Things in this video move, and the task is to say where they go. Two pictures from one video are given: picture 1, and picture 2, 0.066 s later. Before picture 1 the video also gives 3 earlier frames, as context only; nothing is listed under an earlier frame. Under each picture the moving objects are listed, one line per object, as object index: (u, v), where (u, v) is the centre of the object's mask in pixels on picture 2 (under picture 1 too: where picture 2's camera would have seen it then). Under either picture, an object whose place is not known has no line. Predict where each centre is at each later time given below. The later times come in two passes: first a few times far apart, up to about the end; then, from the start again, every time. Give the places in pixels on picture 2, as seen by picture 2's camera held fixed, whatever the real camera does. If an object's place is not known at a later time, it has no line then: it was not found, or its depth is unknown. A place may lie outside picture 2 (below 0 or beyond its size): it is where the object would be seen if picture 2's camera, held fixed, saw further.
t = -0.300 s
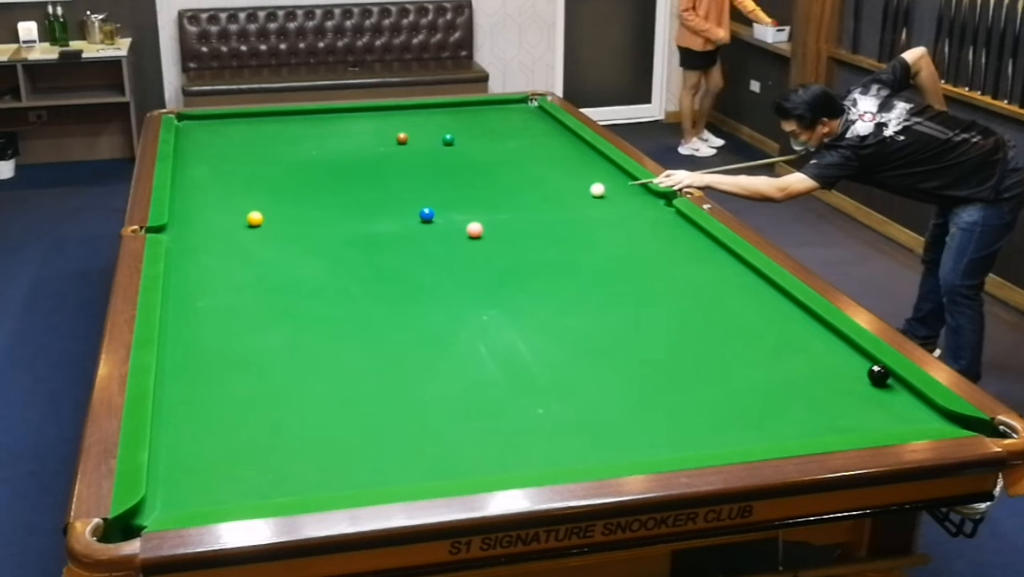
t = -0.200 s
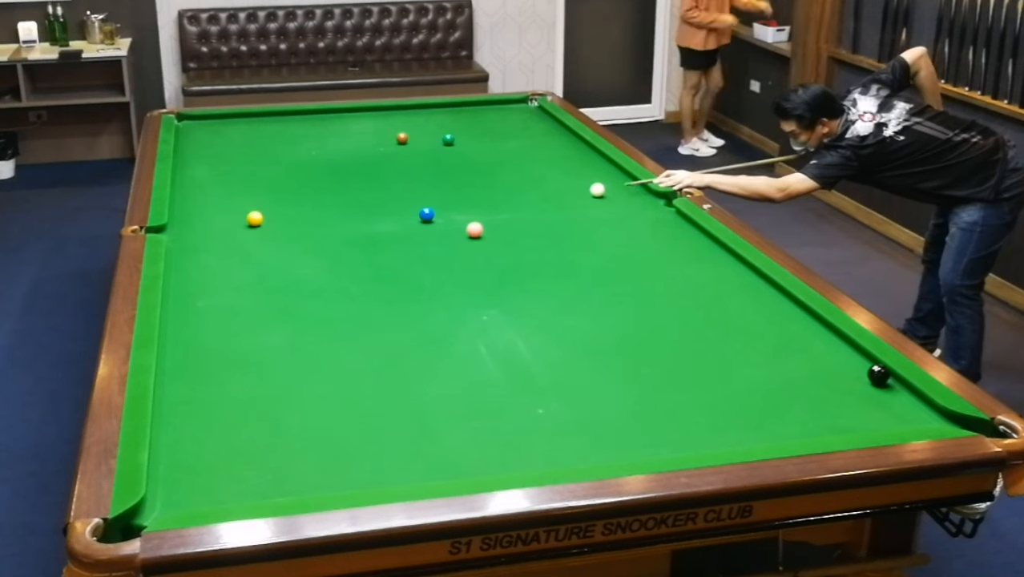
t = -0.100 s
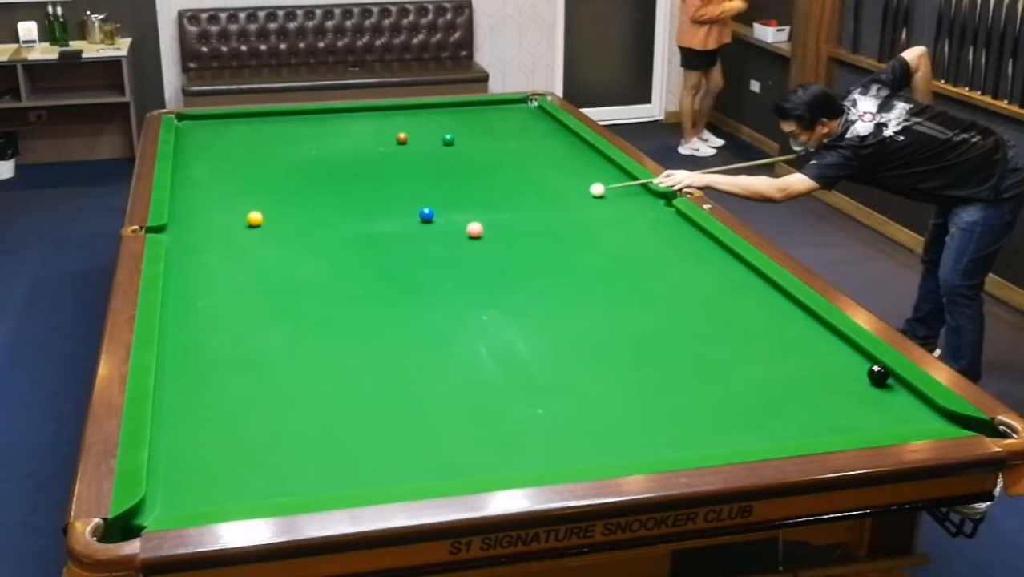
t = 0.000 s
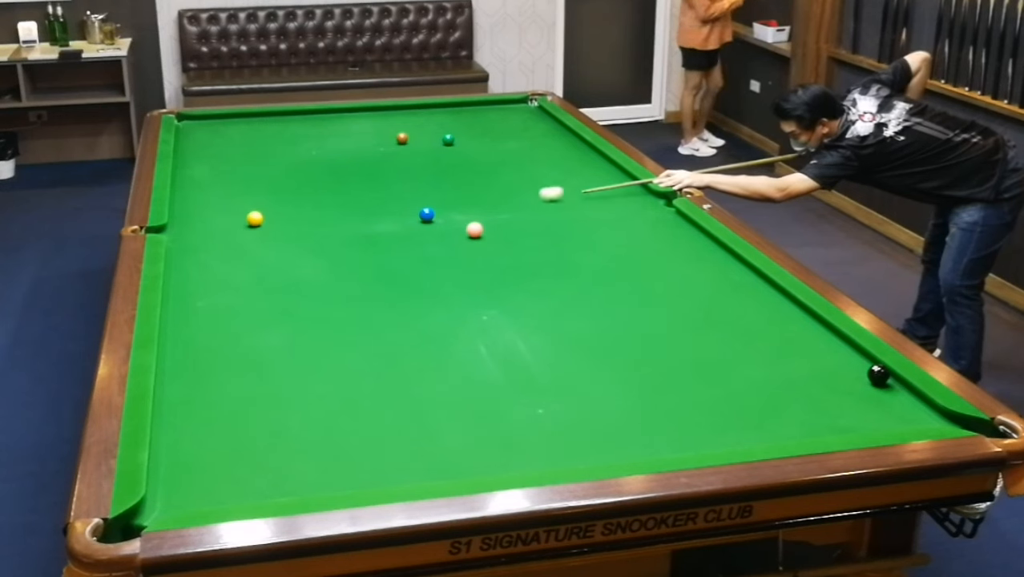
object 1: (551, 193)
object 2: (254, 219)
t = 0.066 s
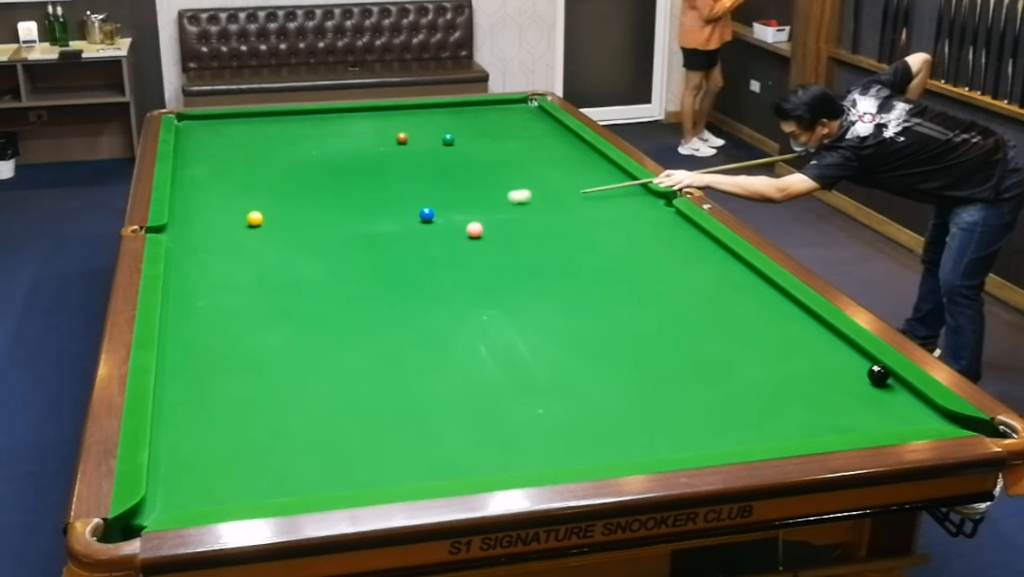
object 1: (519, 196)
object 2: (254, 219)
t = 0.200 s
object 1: (459, 201)
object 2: (254, 219)
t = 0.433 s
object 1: (350, 210)
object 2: (254, 219)
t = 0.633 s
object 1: (268, 217)
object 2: (240, 220)
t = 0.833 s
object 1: (250, 216)
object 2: (165, 228)
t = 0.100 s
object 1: (504, 197)
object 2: (254, 219)
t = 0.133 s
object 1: (489, 199)
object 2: (254, 219)
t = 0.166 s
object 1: (474, 200)
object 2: (254, 219)
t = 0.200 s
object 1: (459, 201)
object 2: (254, 219)
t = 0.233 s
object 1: (444, 202)
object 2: (254, 219)
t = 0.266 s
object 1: (428, 203)
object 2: (254, 219)
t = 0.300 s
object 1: (413, 205)
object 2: (254, 219)
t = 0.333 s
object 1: (397, 206)
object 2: (254, 219)
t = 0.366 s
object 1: (382, 208)
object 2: (254, 219)
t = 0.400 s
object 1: (366, 209)
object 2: (254, 219)
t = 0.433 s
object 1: (350, 210)
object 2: (254, 219)
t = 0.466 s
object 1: (334, 211)
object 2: (254, 219)
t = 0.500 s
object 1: (318, 213)
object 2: (254, 219)
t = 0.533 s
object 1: (302, 214)
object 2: (254, 219)
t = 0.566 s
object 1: (286, 215)
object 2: (255, 218)
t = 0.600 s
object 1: (272, 216)
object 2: (253, 219)
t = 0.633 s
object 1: (268, 217)
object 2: (240, 220)
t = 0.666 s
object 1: (267, 216)
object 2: (225, 221)
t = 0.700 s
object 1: (265, 216)
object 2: (212, 223)
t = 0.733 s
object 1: (262, 216)
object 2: (199, 224)
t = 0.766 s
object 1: (258, 216)
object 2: (187, 226)
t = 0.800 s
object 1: (254, 216)
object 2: (176, 227)
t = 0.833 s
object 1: (250, 216)
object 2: (165, 228)
